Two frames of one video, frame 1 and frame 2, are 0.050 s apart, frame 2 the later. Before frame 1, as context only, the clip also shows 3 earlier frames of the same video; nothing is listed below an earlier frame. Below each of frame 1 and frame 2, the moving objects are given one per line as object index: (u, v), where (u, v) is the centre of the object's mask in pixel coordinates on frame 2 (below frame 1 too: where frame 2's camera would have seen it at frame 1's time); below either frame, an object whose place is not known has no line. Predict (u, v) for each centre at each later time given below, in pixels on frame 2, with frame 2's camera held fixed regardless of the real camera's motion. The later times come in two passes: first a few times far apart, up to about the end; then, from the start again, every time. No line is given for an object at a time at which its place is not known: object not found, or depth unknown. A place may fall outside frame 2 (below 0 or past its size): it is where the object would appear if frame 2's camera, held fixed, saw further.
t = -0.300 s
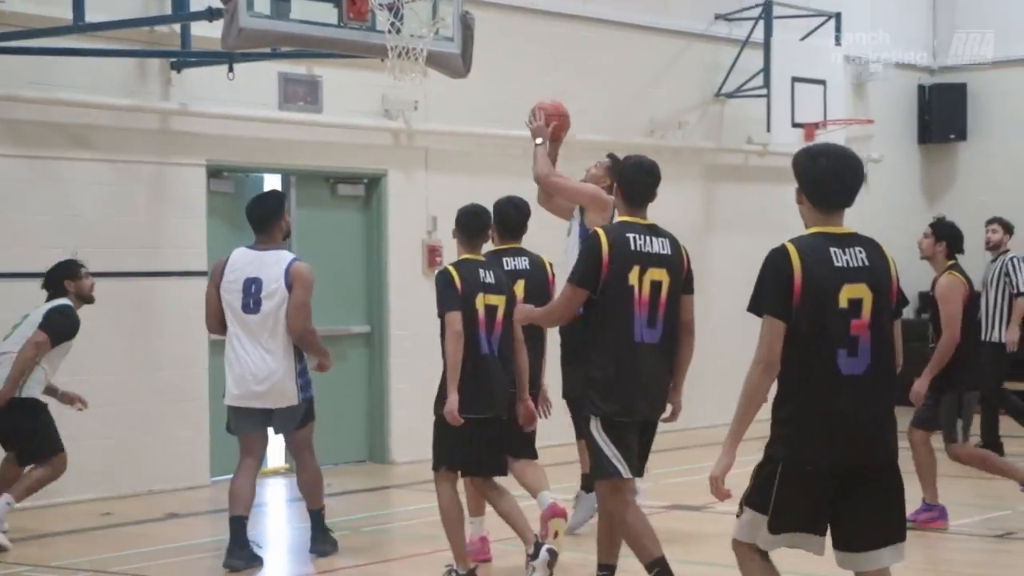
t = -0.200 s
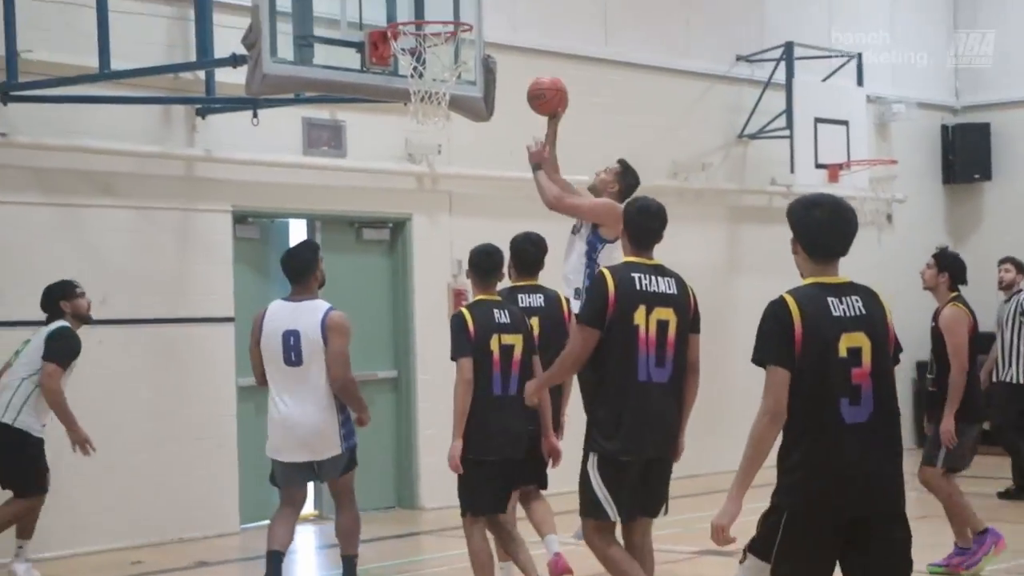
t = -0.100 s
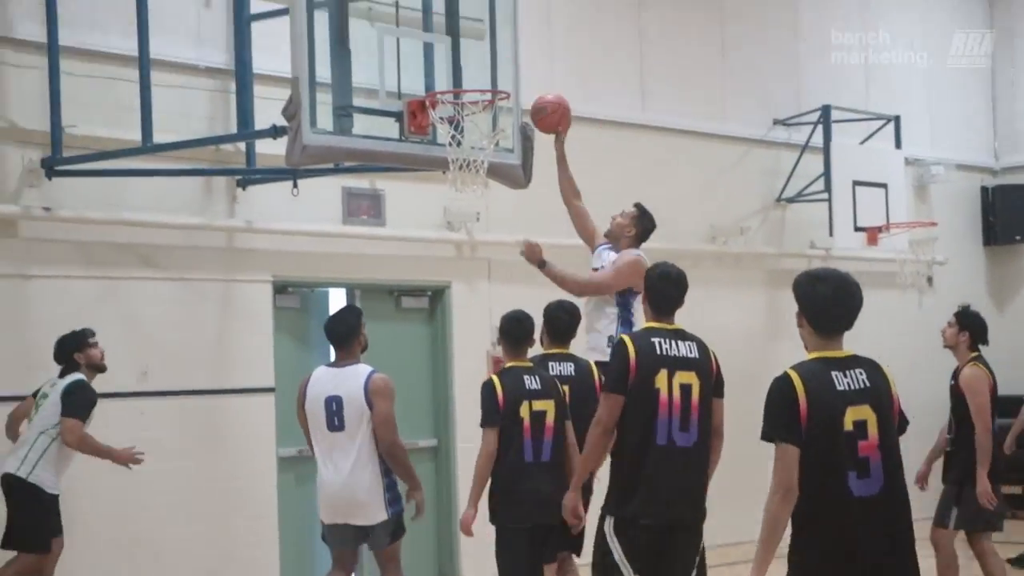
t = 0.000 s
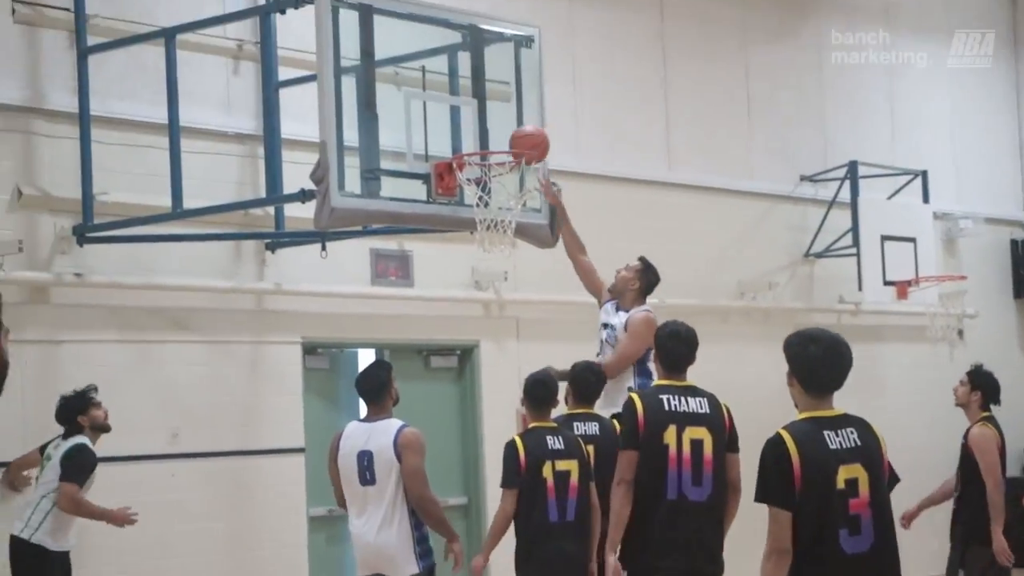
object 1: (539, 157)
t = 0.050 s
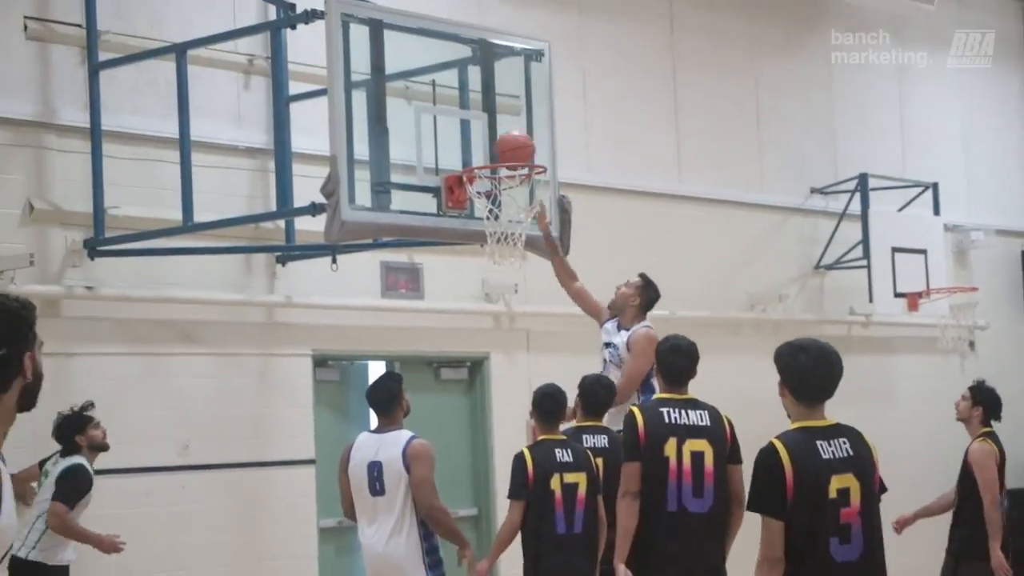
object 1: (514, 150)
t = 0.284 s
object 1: (513, 168)
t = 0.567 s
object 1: (526, 248)
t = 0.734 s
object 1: (532, 331)
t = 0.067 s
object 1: (506, 148)
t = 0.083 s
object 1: (500, 147)
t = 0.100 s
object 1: (501, 146)
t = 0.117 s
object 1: (502, 146)
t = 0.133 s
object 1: (502, 146)
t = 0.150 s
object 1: (503, 147)
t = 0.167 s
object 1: (504, 147)
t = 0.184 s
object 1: (505, 148)
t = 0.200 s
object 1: (506, 149)
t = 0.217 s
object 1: (508, 155)
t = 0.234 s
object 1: (509, 157)
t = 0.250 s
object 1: (510, 161)
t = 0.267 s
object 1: (512, 165)
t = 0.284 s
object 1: (513, 168)
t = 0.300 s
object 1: (512, 174)
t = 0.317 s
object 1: (514, 179)
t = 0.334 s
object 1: (514, 185)
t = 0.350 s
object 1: (516, 190)
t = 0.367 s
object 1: (517, 196)
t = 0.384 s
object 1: (519, 201)
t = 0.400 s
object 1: (519, 205)
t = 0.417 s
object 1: (520, 208)
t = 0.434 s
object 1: (521, 213)
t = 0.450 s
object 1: (521, 216)
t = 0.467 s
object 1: (522, 219)
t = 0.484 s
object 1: (523, 222)
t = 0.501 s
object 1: (523, 227)
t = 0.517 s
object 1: (523, 231)
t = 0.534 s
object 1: (524, 237)
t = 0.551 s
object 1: (526, 244)
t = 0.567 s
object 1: (526, 248)
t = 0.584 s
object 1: (526, 255)
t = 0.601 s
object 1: (526, 260)
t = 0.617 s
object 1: (527, 267)
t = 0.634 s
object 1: (527, 275)
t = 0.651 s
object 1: (528, 283)
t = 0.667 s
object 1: (529, 292)
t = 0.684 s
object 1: (529, 301)
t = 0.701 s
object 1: (530, 311)
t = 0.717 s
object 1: (531, 321)
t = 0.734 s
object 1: (532, 331)
